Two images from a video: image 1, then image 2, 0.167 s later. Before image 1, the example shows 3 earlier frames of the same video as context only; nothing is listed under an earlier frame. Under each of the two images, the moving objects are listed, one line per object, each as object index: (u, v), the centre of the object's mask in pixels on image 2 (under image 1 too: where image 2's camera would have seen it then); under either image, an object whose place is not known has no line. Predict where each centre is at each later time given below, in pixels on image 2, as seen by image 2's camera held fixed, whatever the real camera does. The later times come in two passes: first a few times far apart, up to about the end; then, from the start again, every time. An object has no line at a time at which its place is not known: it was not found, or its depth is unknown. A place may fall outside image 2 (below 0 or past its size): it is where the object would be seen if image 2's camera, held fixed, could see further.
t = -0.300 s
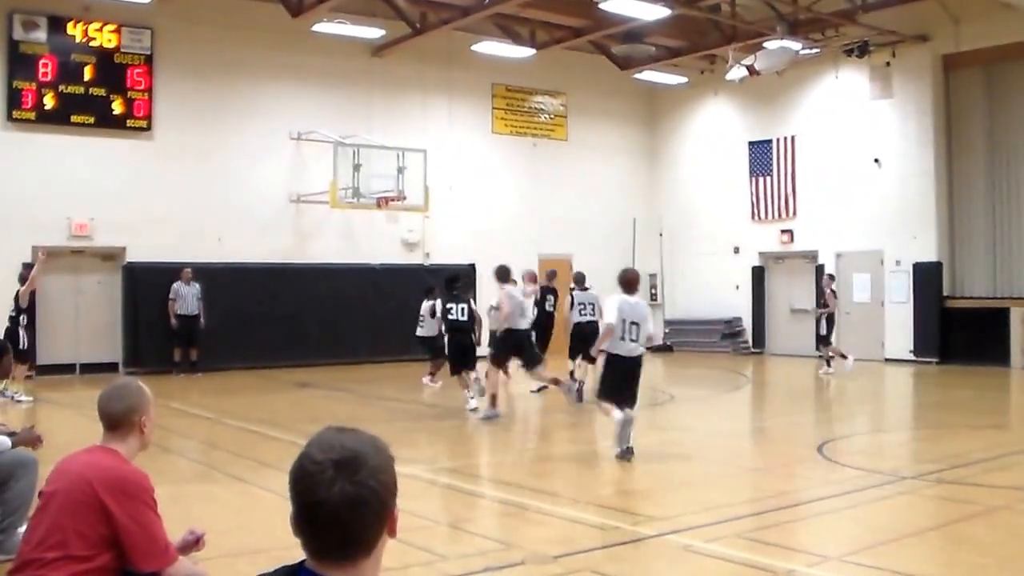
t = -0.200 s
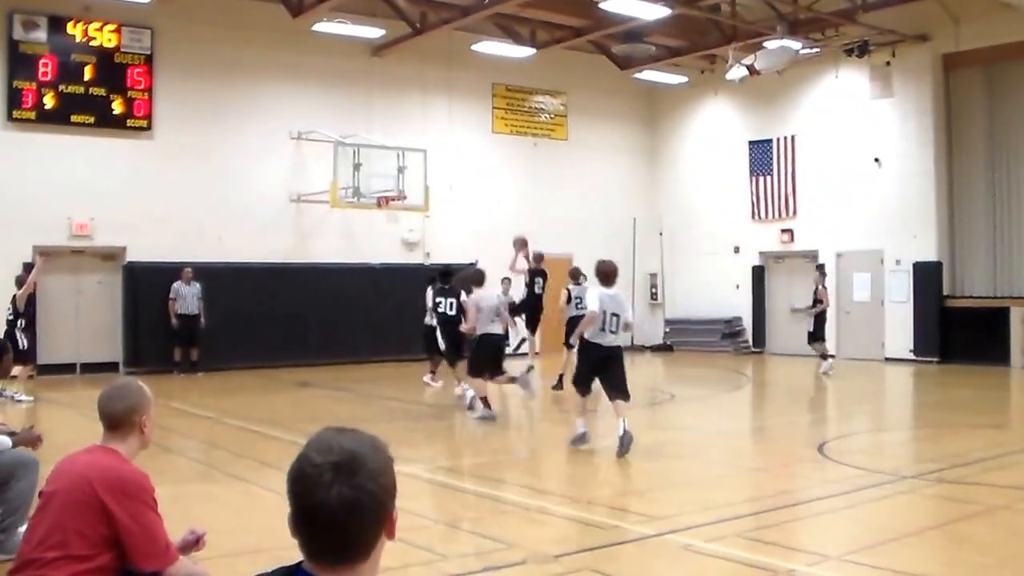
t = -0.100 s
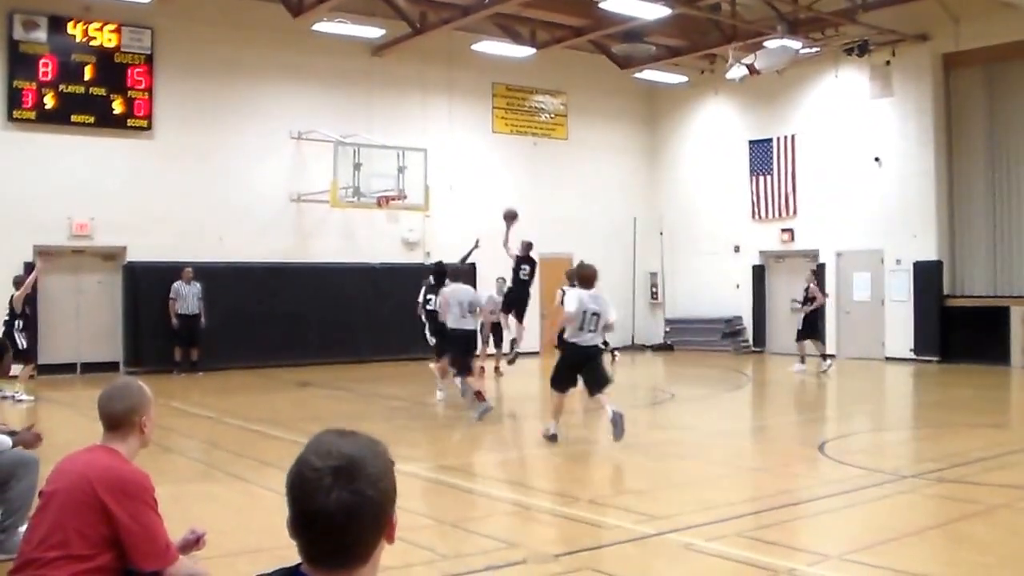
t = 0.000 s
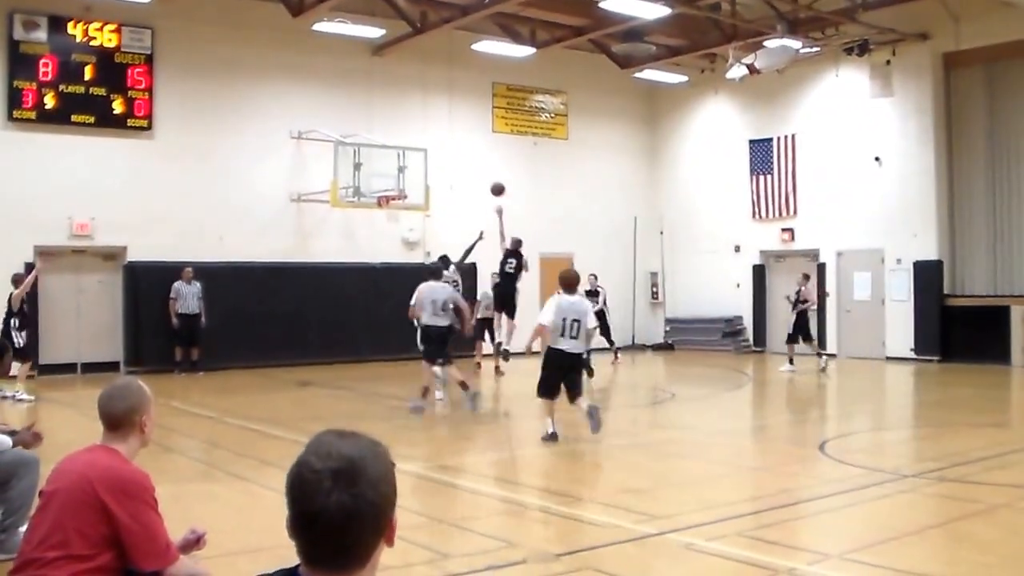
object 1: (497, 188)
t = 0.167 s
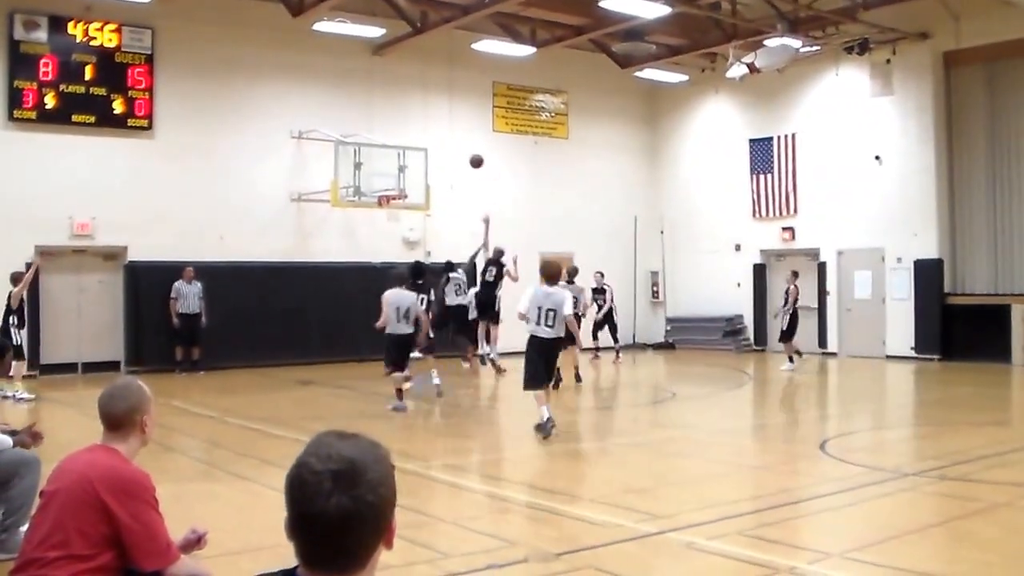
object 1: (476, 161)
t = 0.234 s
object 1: (468, 155)
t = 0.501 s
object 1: (438, 159)
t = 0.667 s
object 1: (421, 182)
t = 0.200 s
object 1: (472, 157)
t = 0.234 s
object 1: (468, 155)
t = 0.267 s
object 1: (464, 153)
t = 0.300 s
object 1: (460, 152)
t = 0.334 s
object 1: (456, 151)
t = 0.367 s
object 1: (453, 152)
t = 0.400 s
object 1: (449, 152)
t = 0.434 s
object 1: (445, 154)
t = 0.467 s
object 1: (441, 156)
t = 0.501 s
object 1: (438, 159)
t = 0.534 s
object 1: (434, 162)
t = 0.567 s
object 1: (431, 167)
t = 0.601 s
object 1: (428, 172)
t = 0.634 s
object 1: (424, 177)
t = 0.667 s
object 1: (421, 182)
